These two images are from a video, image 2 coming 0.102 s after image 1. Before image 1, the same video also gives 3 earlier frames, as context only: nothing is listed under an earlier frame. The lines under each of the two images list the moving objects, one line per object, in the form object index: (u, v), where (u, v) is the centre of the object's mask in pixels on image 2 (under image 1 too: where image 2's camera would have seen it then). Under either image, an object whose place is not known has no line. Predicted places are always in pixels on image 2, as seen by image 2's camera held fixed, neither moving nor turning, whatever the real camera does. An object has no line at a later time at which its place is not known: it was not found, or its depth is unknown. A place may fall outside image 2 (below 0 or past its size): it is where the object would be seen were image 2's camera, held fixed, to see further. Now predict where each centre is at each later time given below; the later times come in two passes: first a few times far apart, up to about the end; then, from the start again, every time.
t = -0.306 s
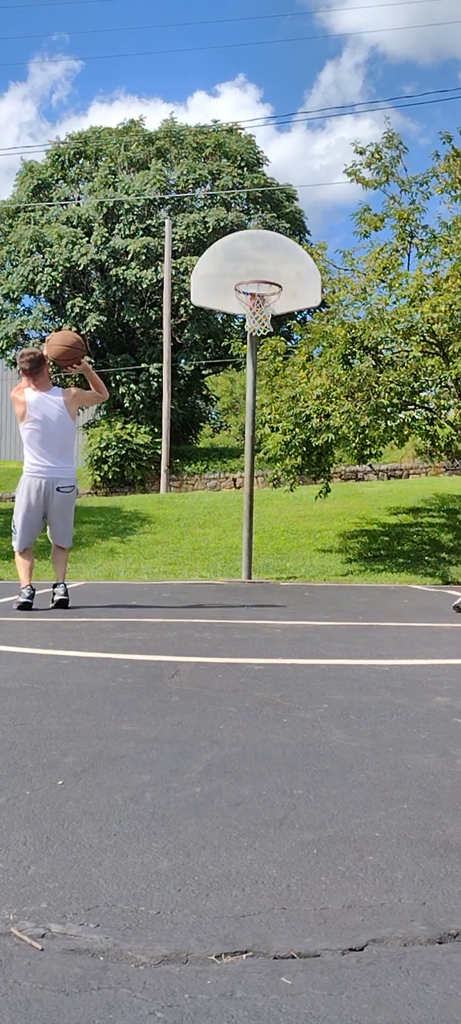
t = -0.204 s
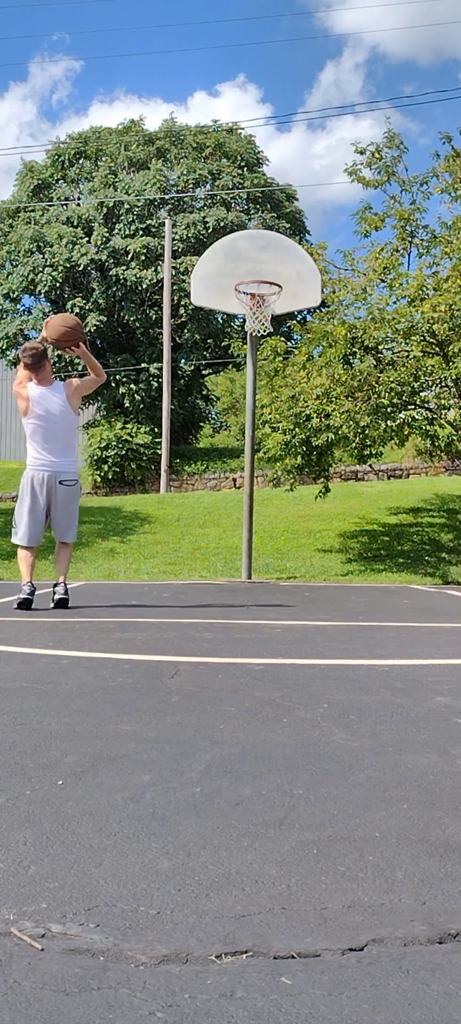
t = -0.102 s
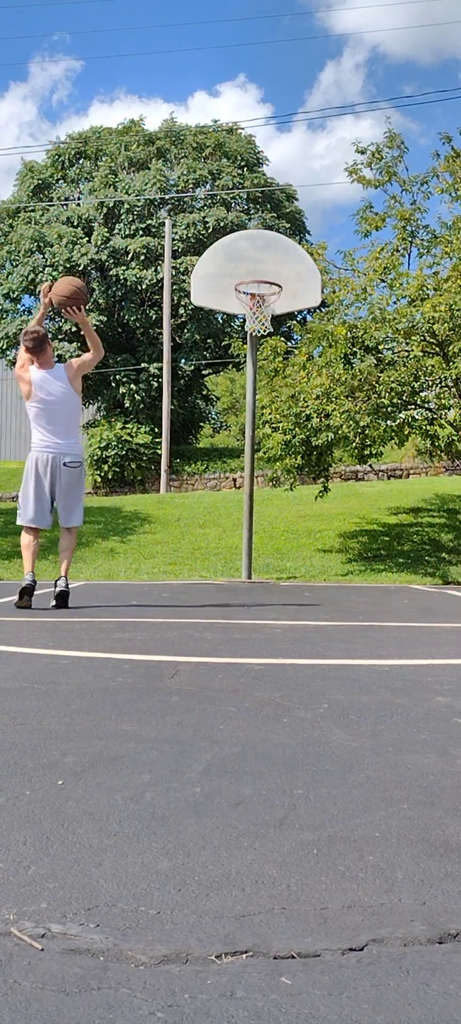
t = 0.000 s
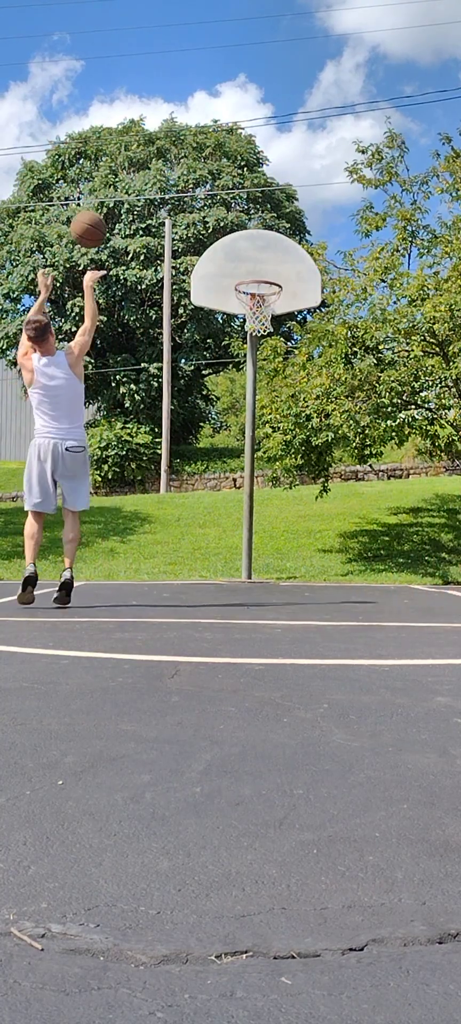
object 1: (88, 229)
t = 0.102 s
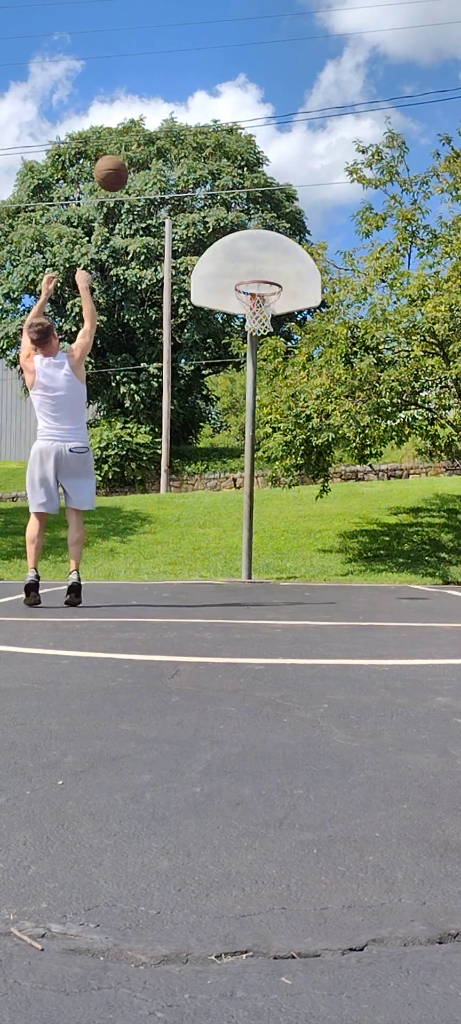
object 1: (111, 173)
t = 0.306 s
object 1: (150, 114)
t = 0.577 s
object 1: (190, 120)
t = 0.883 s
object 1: (223, 208)
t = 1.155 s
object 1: (226, 272)
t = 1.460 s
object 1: (196, 297)
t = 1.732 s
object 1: (164, 408)
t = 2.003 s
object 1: (130, 559)
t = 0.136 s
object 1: (118, 159)
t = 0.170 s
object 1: (125, 146)
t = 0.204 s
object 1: (131, 136)
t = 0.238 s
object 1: (138, 127)
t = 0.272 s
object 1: (144, 120)
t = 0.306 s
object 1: (150, 114)
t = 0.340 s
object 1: (155, 110)
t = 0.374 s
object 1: (161, 108)
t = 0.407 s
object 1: (166, 107)
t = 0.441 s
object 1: (171, 107)
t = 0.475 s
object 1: (176, 108)
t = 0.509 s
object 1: (180, 111)
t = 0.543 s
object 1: (185, 115)
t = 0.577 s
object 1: (190, 120)
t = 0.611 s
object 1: (193, 126)
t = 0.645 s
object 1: (198, 133)
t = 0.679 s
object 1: (201, 140)
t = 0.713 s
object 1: (206, 149)
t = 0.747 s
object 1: (209, 160)
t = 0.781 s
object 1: (212, 170)
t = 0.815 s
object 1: (216, 182)
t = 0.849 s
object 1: (220, 194)
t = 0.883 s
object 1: (223, 208)
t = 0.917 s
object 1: (226, 222)
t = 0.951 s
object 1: (229, 237)
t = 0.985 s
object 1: (232, 252)
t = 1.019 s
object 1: (236, 283)
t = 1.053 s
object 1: (233, 281)
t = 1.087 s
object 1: (231, 277)
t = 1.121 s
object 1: (229, 274)
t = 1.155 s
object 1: (226, 272)
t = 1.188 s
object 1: (223, 270)
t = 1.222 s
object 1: (220, 269)
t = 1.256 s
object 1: (217, 270)
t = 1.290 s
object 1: (214, 271)
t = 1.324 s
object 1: (211, 274)
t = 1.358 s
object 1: (207, 278)
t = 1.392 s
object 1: (203, 283)
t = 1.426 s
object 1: (200, 289)
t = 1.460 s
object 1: (196, 297)
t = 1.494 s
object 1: (192, 306)
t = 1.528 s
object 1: (189, 316)
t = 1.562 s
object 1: (185, 328)
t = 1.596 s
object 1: (182, 341)
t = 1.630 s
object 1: (178, 355)
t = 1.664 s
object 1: (173, 371)
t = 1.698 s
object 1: (169, 389)
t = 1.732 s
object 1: (164, 408)
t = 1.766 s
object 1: (160, 429)
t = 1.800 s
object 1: (155, 451)
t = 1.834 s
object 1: (150, 476)
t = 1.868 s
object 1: (146, 502)
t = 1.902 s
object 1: (141, 530)
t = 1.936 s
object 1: (136, 561)
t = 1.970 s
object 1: (132, 583)
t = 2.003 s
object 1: (130, 559)
